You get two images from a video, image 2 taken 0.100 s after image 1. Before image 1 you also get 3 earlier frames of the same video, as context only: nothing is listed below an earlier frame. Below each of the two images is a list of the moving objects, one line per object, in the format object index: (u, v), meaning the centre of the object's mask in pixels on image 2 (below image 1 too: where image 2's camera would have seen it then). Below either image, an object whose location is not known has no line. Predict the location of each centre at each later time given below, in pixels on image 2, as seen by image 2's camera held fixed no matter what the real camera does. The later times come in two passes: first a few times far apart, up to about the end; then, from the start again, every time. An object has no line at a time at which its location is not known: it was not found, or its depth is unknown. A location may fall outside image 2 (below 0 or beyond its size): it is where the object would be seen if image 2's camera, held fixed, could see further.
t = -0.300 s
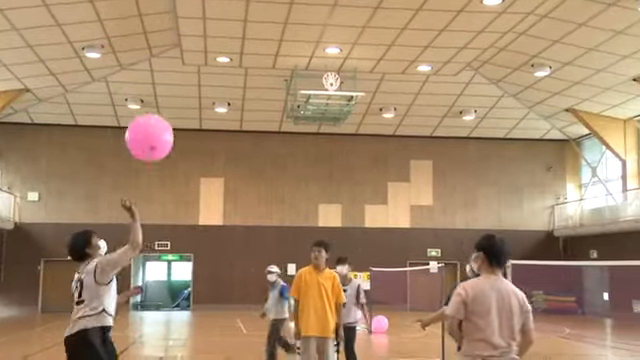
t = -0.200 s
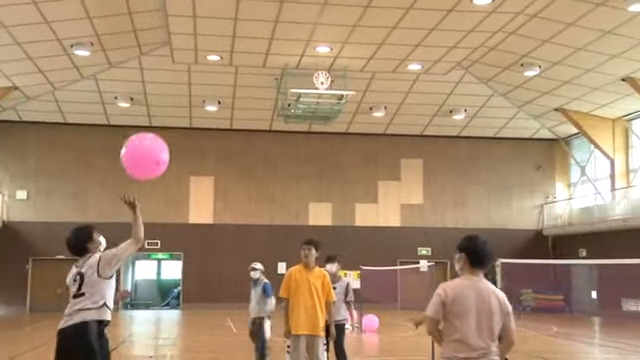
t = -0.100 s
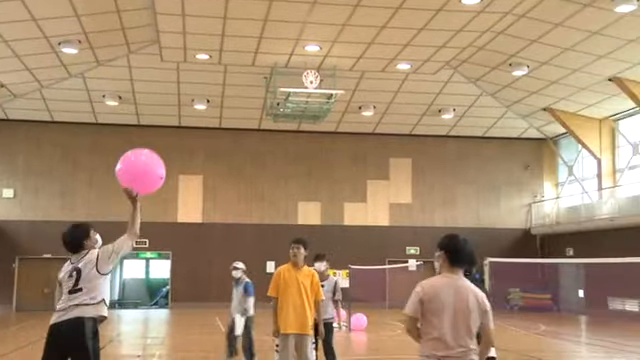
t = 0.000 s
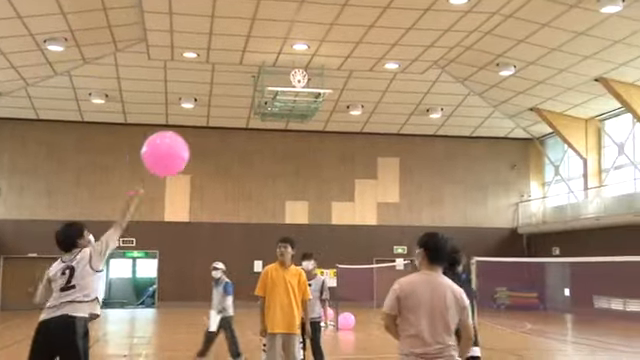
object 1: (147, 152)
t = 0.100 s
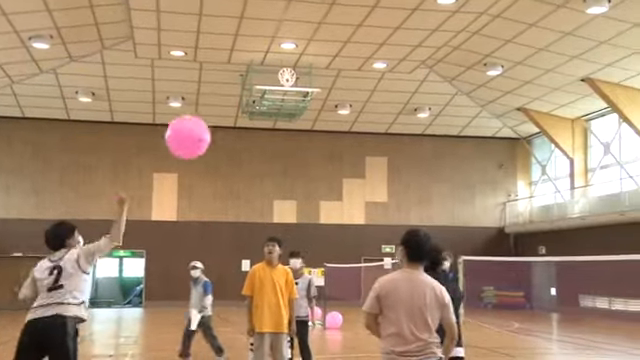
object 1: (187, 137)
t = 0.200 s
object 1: (218, 123)
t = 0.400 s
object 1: (261, 99)
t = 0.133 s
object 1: (200, 133)
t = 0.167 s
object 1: (210, 128)
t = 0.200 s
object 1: (218, 123)
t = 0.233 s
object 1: (226, 118)
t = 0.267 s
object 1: (234, 113)
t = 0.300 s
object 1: (241, 109)
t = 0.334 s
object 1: (248, 105)
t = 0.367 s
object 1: (255, 102)
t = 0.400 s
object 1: (261, 99)
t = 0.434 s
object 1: (267, 97)
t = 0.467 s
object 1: (271, 95)
